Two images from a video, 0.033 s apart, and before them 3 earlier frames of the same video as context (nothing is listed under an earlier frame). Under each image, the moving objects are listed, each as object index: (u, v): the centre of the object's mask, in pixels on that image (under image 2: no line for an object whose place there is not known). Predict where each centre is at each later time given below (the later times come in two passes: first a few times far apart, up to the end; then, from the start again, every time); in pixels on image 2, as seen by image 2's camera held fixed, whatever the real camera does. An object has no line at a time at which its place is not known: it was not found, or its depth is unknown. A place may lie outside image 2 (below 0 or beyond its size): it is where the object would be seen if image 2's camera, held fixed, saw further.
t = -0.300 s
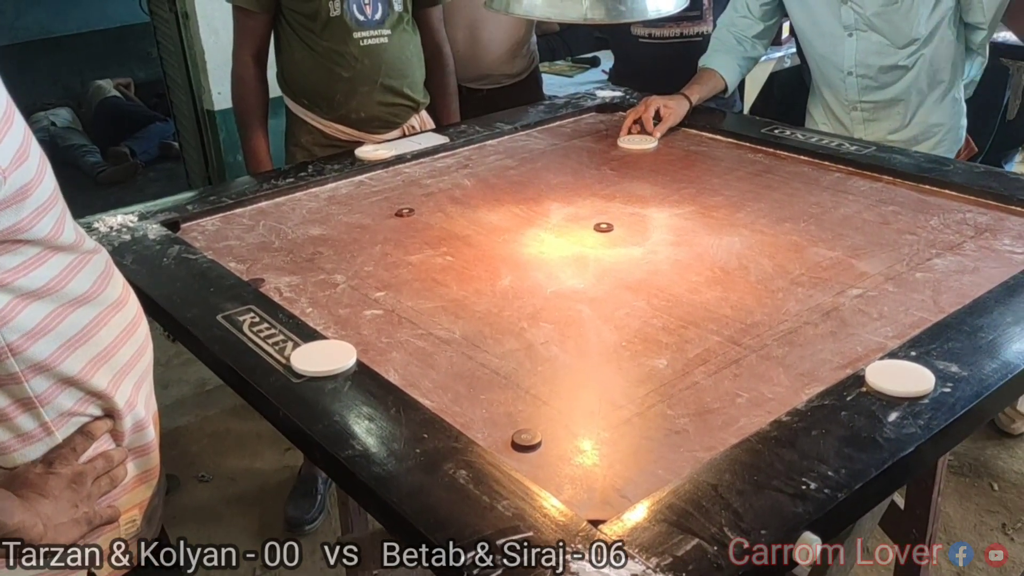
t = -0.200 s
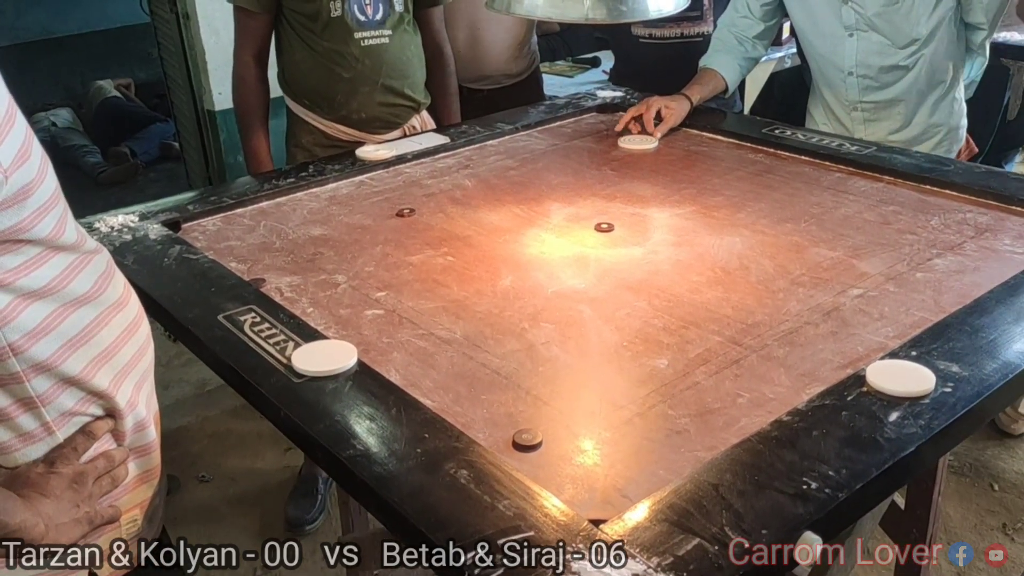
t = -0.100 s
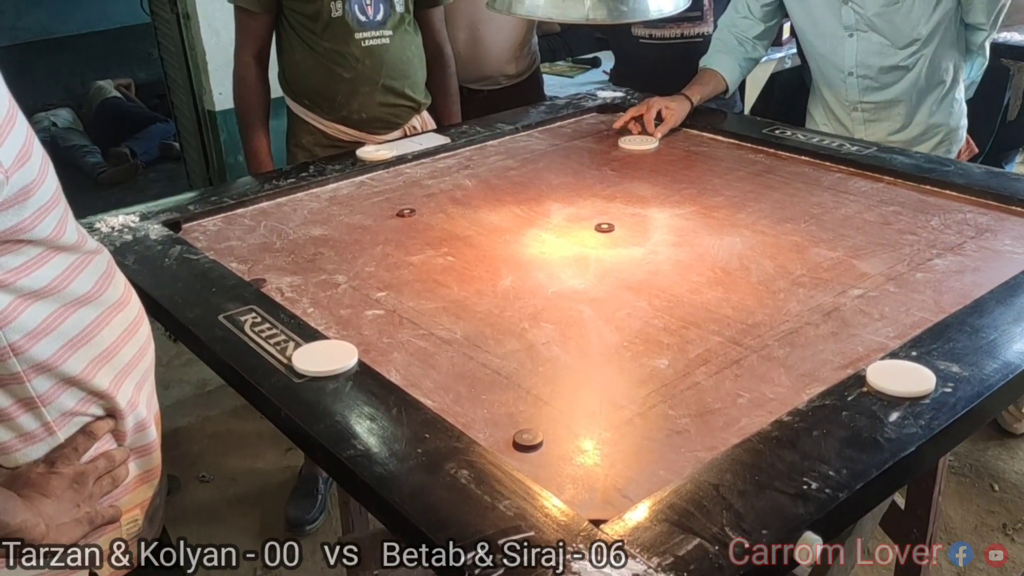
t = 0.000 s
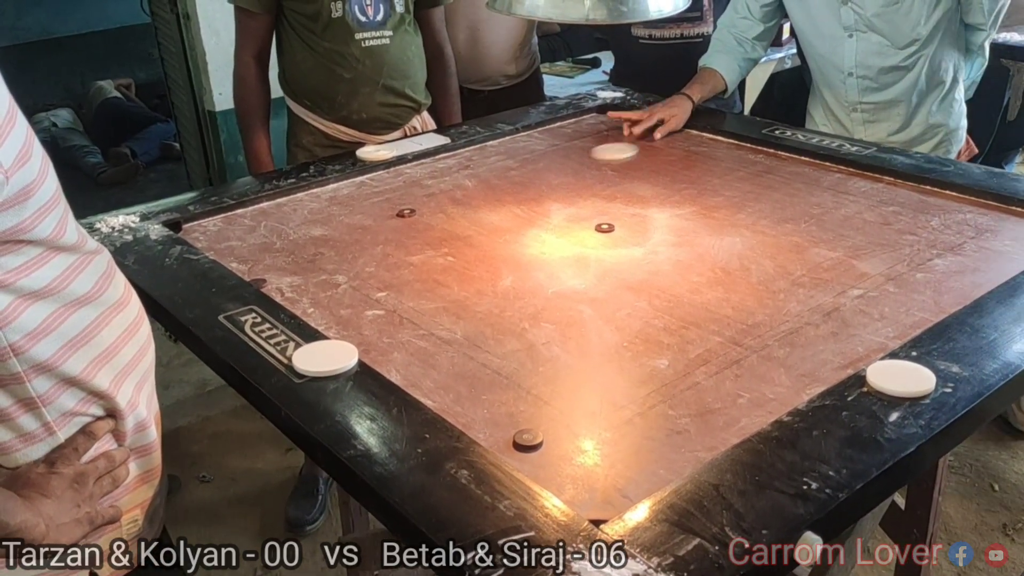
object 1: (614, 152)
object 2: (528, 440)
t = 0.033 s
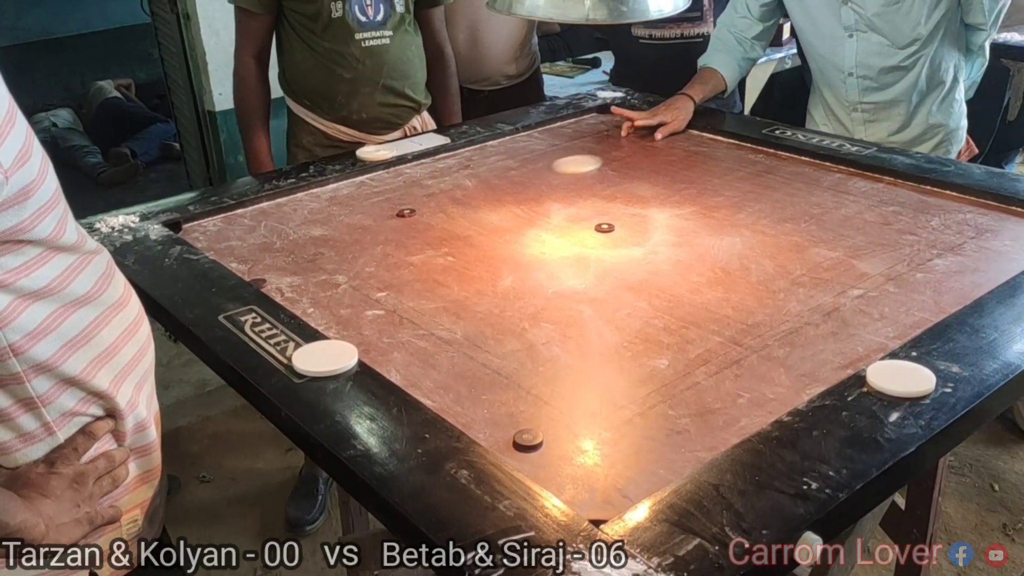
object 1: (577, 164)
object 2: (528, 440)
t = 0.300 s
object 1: (323, 288)
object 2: (528, 440)
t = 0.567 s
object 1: (462, 347)
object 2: (528, 440)
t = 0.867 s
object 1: (612, 418)
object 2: (658, 438)
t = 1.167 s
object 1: (689, 436)
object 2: (736, 422)
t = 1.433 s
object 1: (689, 434)
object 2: (737, 422)
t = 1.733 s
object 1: (689, 434)
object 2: (737, 422)
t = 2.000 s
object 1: (689, 434)
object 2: (736, 422)
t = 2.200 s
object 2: (737, 422)
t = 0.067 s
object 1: (537, 178)
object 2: (528, 440)
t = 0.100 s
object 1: (493, 194)
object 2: (528, 440)
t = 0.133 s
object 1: (447, 210)
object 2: (528, 440)
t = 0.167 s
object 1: (404, 228)
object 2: (528, 440)
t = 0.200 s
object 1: (360, 247)
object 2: (528, 440)
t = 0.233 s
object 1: (311, 268)
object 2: (528, 440)
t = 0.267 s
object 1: (305, 281)
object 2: (528, 440)
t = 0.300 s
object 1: (323, 288)
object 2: (528, 440)
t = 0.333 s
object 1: (340, 295)
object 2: (528, 440)
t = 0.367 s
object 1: (358, 302)
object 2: (528, 440)
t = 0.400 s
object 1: (375, 310)
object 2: (528, 440)
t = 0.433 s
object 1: (392, 317)
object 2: (527, 440)
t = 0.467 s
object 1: (410, 324)
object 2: (527, 440)
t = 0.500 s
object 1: (427, 332)
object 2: (527, 440)
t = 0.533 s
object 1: (445, 339)
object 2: (528, 440)
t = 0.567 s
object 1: (462, 347)
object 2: (528, 440)
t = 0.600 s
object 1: (479, 355)
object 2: (528, 440)
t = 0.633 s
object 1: (496, 362)
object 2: (528, 440)
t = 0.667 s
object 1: (513, 370)
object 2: (528, 440)
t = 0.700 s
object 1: (530, 378)
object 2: (528, 440)
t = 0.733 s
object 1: (547, 387)
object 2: (545, 440)
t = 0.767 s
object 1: (563, 394)
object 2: (576, 439)
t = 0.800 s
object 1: (581, 403)
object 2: (607, 438)
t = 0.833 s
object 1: (597, 411)
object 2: (633, 438)
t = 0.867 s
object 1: (612, 418)
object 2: (658, 438)
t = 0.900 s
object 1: (628, 427)
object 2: (681, 437)
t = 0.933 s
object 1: (643, 434)
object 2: (702, 438)
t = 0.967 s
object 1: (657, 438)
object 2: (720, 438)
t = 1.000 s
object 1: (670, 441)
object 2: (735, 436)
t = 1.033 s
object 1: (681, 443)
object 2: (738, 432)
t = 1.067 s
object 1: (688, 444)
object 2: (737, 429)
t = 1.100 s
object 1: (689, 440)
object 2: (737, 425)
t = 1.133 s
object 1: (689, 438)
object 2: (736, 423)
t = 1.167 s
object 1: (689, 436)
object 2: (736, 422)
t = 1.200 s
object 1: (689, 434)
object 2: (737, 422)
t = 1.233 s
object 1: (689, 434)
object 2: (737, 422)
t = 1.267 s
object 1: (689, 434)
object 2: (737, 422)
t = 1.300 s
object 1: (689, 434)
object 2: (737, 422)
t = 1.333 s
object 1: (689, 434)
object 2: (737, 422)
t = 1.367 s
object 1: (689, 434)
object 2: (737, 422)
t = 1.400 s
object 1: (689, 434)
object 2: (737, 422)
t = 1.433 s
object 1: (689, 434)
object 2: (737, 422)
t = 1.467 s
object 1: (689, 434)
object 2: (737, 422)
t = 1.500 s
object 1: (689, 434)
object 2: (737, 422)
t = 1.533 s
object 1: (689, 434)
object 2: (737, 422)
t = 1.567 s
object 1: (689, 434)
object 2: (737, 422)
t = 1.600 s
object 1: (689, 434)
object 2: (737, 422)
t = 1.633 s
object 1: (689, 434)
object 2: (737, 422)
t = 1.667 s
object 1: (689, 434)
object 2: (737, 422)
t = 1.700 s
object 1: (689, 434)
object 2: (737, 422)
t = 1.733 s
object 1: (689, 434)
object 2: (737, 422)
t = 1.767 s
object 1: (689, 434)
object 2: (737, 422)
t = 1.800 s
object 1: (689, 434)
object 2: (737, 422)
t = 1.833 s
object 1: (689, 434)
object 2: (737, 422)
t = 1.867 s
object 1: (689, 434)
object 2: (737, 422)
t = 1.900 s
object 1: (689, 434)
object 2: (737, 422)
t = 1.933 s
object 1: (689, 434)
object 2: (737, 422)
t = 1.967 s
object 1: (689, 434)
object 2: (736, 422)
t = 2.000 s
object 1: (689, 434)
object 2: (736, 422)
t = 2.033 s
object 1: (689, 434)
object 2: (736, 422)
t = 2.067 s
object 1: (689, 434)
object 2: (736, 422)
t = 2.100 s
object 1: (689, 433)
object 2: (737, 422)
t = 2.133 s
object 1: (689, 433)
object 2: (737, 422)
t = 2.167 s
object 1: (689, 433)
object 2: (736, 422)
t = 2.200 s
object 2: (737, 422)
